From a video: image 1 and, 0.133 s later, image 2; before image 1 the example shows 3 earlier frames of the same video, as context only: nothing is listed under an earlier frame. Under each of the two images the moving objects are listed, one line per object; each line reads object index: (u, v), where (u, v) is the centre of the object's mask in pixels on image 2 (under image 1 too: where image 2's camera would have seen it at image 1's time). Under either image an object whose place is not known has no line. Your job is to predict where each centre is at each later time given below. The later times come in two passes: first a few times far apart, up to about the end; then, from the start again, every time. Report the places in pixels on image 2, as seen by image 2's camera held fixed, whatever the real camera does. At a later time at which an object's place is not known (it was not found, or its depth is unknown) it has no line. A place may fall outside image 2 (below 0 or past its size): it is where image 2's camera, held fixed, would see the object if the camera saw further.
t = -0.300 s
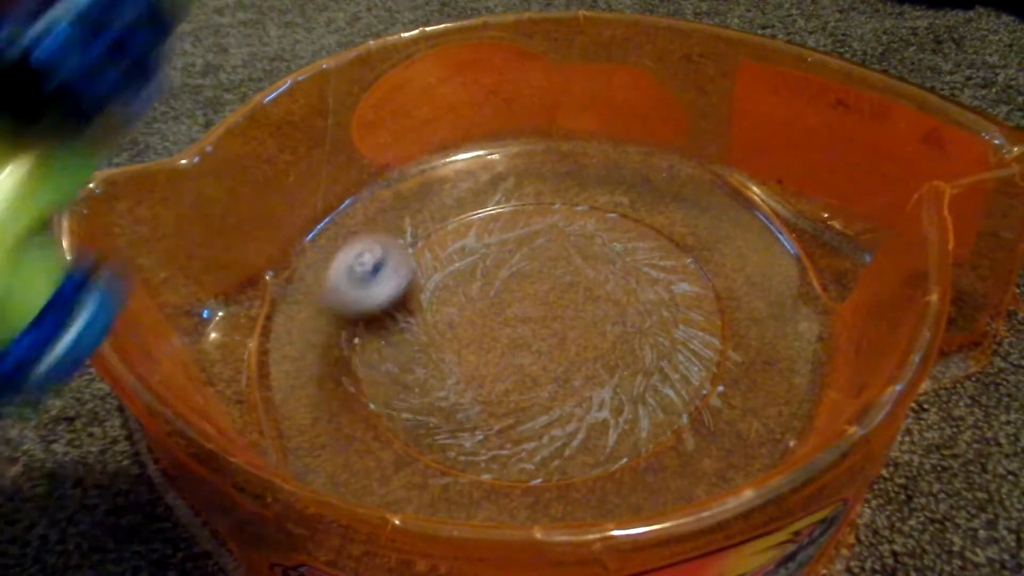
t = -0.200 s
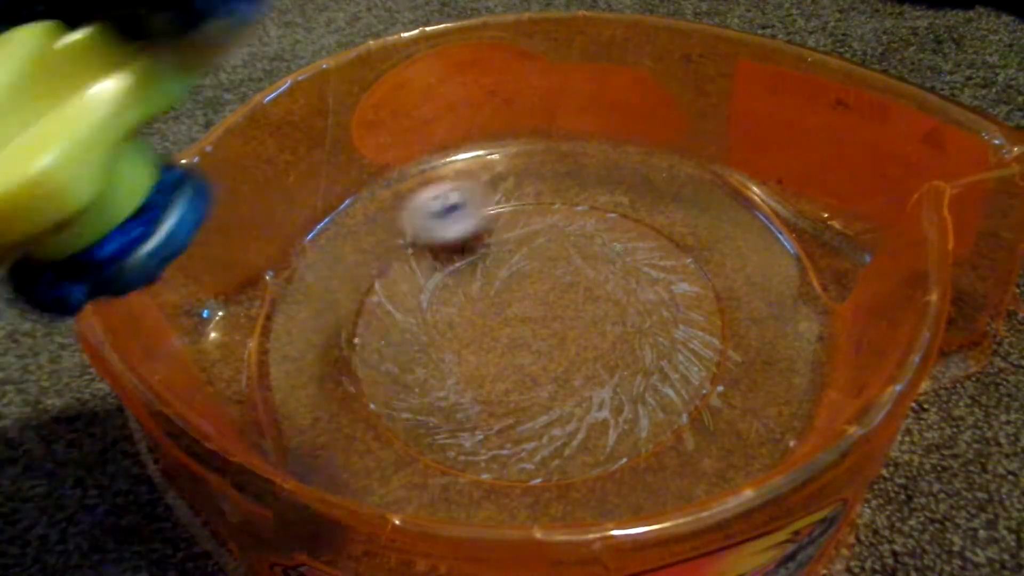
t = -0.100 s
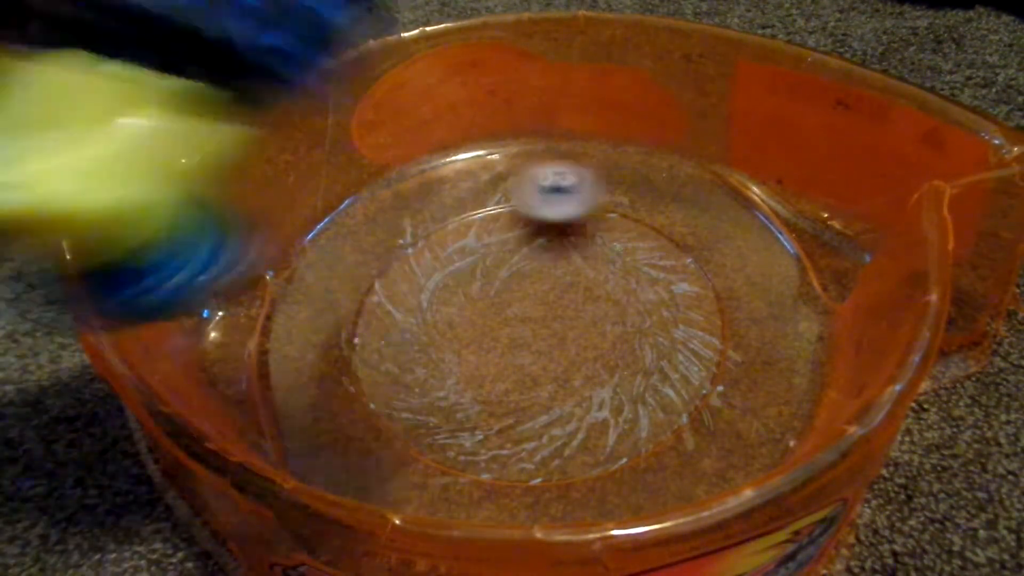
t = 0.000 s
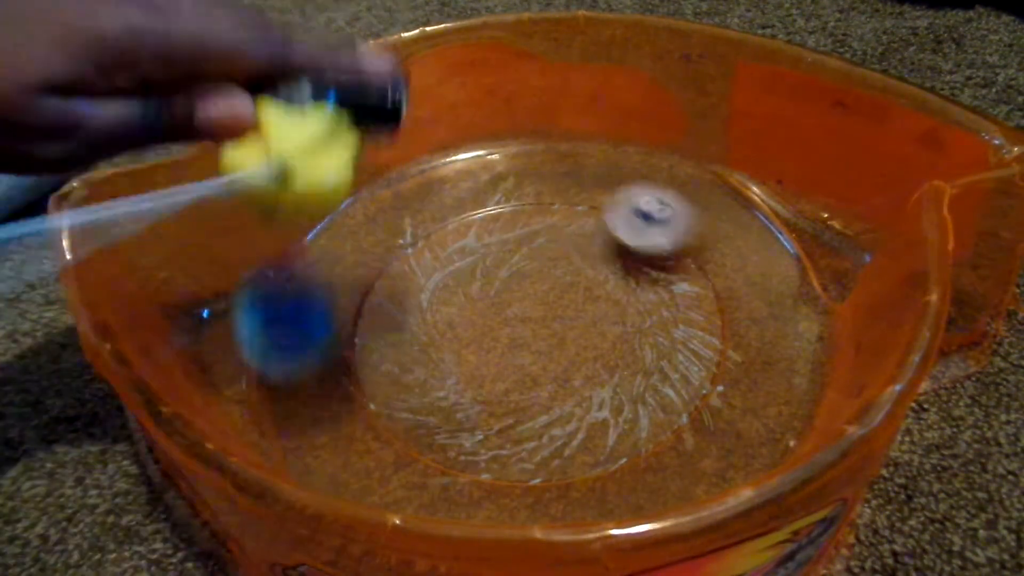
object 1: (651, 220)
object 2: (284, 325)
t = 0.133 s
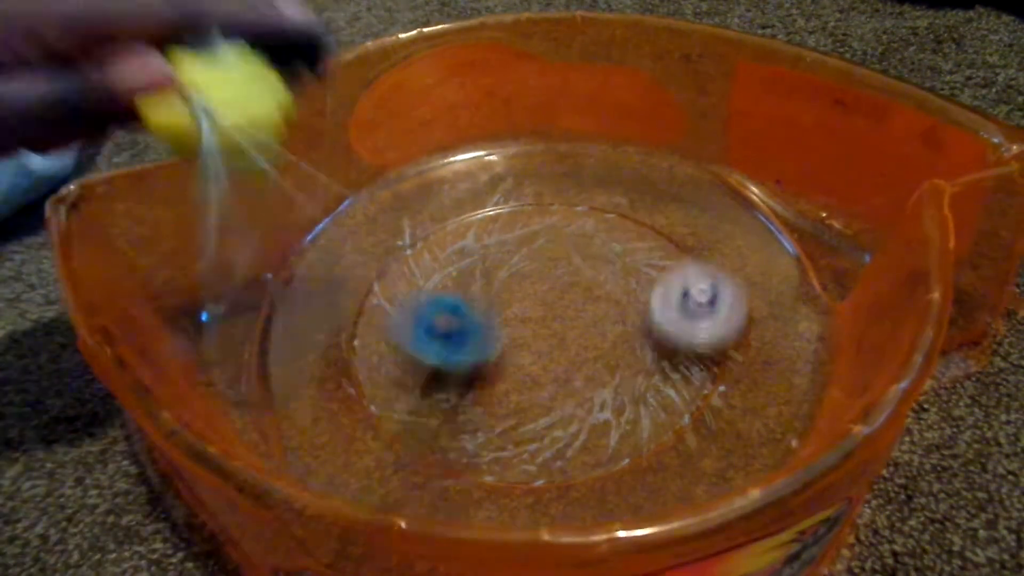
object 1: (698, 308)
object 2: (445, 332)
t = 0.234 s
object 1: (651, 392)
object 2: (528, 261)
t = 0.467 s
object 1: (402, 420)
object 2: (525, 161)
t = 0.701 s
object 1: (342, 313)
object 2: (434, 175)
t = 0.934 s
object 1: (509, 468)
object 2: (723, 200)
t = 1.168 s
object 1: (678, 341)
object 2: (675, 217)
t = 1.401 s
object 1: (614, 324)
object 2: (621, 249)
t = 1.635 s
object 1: (345, 446)
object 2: (684, 178)
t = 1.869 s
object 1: (413, 267)
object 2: (543, 233)
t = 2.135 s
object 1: (622, 181)
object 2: (679, 404)
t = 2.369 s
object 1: (775, 220)
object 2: (775, 350)
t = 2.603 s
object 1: (601, 256)
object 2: (715, 427)
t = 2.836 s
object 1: (457, 285)
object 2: (652, 381)
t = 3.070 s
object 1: (465, 213)
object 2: (466, 454)
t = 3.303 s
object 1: (602, 219)
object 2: (528, 496)
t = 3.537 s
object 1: (587, 301)
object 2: (596, 425)
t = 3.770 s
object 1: (506, 208)
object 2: (476, 443)
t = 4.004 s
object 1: (533, 225)
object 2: (427, 425)
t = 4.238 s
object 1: (477, 287)
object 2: (416, 405)
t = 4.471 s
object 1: (411, 268)
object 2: (413, 375)
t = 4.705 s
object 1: (469, 242)
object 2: (361, 331)
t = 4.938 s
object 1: (512, 335)
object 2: (395, 332)
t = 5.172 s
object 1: (388, 403)
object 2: (438, 302)
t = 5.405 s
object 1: (401, 298)
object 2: (446, 229)
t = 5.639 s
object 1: (490, 384)
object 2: (470, 195)
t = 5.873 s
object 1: (432, 440)
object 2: (478, 245)
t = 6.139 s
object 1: (445, 340)
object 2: (576, 193)
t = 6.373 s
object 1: (592, 325)
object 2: (560, 208)
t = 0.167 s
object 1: (690, 336)
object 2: (475, 305)
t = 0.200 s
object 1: (675, 364)
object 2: (502, 275)
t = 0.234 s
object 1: (651, 392)
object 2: (528, 261)
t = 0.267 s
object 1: (622, 415)
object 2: (548, 241)
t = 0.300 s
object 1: (588, 430)
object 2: (563, 215)
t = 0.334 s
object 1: (551, 440)
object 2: (569, 185)
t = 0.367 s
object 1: (511, 444)
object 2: (568, 155)
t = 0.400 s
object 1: (473, 440)
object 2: (555, 139)
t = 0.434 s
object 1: (437, 432)
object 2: (540, 142)
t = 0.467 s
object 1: (402, 420)
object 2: (525, 161)
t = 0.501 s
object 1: (377, 402)
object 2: (509, 165)
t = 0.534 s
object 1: (362, 378)
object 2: (488, 168)
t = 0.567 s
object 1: (354, 353)
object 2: (467, 171)
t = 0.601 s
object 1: (353, 327)
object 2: (448, 177)
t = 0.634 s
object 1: (358, 301)
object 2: (429, 185)
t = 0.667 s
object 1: (370, 276)
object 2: (414, 199)
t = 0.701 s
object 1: (342, 313)
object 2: (434, 175)
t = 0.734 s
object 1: (294, 382)
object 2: (484, 134)
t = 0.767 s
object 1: (287, 410)
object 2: (538, 122)
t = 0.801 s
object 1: (307, 425)
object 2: (592, 134)
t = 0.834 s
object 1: (345, 445)
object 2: (646, 160)
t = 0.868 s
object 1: (401, 465)
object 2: (678, 174)
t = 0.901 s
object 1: (461, 478)
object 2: (703, 189)
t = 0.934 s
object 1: (509, 468)
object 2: (723, 200)
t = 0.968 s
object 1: (554, 453)
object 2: (739, 207)
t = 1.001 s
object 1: (593, 433)
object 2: (752, 210)
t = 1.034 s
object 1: (623, 411)
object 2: (763, 210)
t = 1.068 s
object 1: (646, 391)
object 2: (758, 204)
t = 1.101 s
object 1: (664, 371)
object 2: (729, 202)
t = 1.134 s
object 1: (673, 356)
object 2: (699, 217)
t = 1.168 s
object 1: (678, 341)
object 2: (675, 217)
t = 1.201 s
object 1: (678, 331)
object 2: (649, 221)
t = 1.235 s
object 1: (674, 324)
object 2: (630, 222)
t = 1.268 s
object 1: (666, 320)
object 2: (618, 224)
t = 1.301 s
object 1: (655, 317)
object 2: (612, 227)
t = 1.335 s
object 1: (643, 318)
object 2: (612, 233)
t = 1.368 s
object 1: (628, 320)
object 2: (615, 240)
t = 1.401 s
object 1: (614, 324)
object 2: (621, 249)
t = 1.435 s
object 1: (591, 339)
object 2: (634, 254)
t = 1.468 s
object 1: (547, 378)
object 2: (667, 233)
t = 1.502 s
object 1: (497, 417)
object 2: (682, 209)
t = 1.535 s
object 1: (448, 445)
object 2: (690, 198)
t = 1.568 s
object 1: (405, 444)
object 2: (693, 192)
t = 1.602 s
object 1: (370, 444)
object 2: (690, 184)
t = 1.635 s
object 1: (345, 446)
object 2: (684, 178)
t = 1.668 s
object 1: (338, 424)
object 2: (674, 173)
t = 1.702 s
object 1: (340, 399)
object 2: (659, 171)
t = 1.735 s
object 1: (347, 371)
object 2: (638, 171)
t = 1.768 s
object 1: (358, 343)
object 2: (611, 178)
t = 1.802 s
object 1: (375, 312)
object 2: (585, 194)
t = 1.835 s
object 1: (395, 286)
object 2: (561, 210)
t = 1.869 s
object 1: (413, 267)
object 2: (543, 233)
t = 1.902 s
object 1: (437, 246)
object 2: (531, 256)
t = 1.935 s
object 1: (461, 229)
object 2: (528, 281)
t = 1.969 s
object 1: (486, 214)
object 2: (534, 309)
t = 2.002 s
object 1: (515, 202)
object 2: (549, 336)
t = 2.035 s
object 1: (539, 189)
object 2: (570, 360)
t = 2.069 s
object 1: (564, 184)
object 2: (599, 379)
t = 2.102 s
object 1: (593, 182)
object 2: (638, 393)
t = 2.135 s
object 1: (622, 181)
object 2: (679, 404)
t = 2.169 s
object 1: (653, 183)
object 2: (716, 400)
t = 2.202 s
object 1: (683, 189)
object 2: (748, 390)
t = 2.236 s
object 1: (708, 199)
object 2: (775, 374)
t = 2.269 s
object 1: (733, 212)
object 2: (783, 353)
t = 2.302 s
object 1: (754, 228)
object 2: (783, 331)
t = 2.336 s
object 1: (771, 240)
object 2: (779, 320)
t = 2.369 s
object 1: (775, 220)
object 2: (775, 350)
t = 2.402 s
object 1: (768, 201)
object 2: (767, 379)
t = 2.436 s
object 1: (752, 196)
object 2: (757, 401)
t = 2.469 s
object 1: (724, 202)
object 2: (746, 415)
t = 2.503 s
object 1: (696, 213)
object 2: (736, 424)
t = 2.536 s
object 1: (665, 229)
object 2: (728, 427)
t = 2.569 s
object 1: (629, 243)
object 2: (721, 428)
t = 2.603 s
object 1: (601, 256)
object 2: (715, 427)
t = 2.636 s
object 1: (571, 269)
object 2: (710, 424)
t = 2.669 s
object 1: (543, 278)
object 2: (704, 418)
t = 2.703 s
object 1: (521, 284)
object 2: (698, 412)
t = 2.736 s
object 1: (501, 288)
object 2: (691, 405)
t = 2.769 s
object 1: (482, 290)
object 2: (682, 397)
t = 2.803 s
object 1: (468, 288)
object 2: (669, 388)
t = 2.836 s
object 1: (457, 285)
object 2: (652, 381)
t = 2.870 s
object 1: (449, 279)
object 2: (631, 379)
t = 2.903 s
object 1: (445, 272)
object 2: (604, 383)
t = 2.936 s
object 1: (445, 262)
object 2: (577, 389)
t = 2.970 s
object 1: (446, 251)
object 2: (547, 402)
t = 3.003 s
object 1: (449, 239)
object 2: (516, 418)
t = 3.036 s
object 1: (456, 226)
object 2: (487, 436)
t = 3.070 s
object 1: (465, 213)
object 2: (466, 454)
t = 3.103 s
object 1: (479, 202)
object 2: (461, 463)
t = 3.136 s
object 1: (498, 196)
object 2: (462, 473)
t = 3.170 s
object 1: (520, 197)
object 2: (468, 480)
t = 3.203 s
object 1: (543, 198)
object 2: (478, 489)
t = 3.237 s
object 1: (563, 201)
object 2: (491, 494)
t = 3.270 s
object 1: (583, 209)
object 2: (508, 498)
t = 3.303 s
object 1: (602, 219)
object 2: (528, 496)
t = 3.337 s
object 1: (618, 233)
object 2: (545, 493)
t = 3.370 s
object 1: (627, 249)
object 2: (563, 487)
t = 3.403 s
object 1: (632, 268)
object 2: (581, 475)
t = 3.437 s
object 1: (630, 288)
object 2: (596, 453)
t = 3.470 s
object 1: (621, 308)
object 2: (605, 425)
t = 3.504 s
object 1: (606, 321)
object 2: (604, 403)
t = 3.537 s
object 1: (587, 301)
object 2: (596, 425)
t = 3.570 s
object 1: (567, 276)
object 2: (582, 445)
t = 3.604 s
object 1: (550, 256)
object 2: (564, 453)
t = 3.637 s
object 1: (535, 241)
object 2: (546, 450)
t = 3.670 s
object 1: (522, 227)
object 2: (528, 446)
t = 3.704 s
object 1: (513, 217)
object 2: (510, 445)
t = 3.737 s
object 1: (508, 211)
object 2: (493, 444)
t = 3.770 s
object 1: (506, 208)
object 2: (476, 443)
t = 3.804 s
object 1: (508, 206)
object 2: (462, 443)
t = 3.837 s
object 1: (513, 205)
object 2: (450, 443)
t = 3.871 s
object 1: (518, 204)
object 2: (445, 439)
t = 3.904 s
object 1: (524, 205)
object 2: (440, 434)
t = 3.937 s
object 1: (528, 209)
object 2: (434, 431)
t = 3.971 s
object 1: (531, 215)
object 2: (430, 429)
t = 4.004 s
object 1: (533, 225)
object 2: (427, 425)
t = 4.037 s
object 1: (532, 235)
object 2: (424, 422)
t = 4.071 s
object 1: (529, 246)
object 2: (422, 419)
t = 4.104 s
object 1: (525, 255)
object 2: (420, 417)
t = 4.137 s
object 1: (516, 266)
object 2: (418, 414)
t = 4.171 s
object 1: (505, 274)
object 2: (417, 412)
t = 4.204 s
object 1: (492, 281)
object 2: (417, 408)
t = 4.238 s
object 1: (477, 287)
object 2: (416, 405)
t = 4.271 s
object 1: (462, 291)
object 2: (417, 402)
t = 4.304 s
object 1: (447, 293)
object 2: (417, 397)
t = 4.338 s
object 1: (432, 292)
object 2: (417, 393)
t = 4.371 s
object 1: (423, 288)
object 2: (417, 388)
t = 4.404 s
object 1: (417, 283)
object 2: (417, 384)
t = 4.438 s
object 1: (412, 276)
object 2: (416, 380)
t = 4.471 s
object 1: (411, 268)
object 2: (413, 375)
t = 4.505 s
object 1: (411, 259)
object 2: (408, 370)
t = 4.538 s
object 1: (417, 250)
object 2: (400, 361)
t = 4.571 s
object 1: (424, 243)
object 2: (390, 350)
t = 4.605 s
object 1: (434, 239)
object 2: (380, 341)
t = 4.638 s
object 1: (444, 237)
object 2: (368, 333)
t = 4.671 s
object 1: (455, 238)
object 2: (357, 329)
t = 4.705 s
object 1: (469, 242)
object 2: (361, 331)
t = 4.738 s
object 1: (483, 249)
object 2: (369, 336)
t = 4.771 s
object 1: (497, 259)
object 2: (374, 336)
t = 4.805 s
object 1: (506, 271)
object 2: (380, 336)
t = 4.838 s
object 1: (512, 283)
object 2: (383, 335)
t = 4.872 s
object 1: (517, 300)
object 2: (386, 334)
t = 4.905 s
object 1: (516, 317)
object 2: (390, 333)
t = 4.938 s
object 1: (512, 335)
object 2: (395, 332)
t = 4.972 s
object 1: (502, 353)
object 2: (400, 329)
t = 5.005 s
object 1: (492, 368)
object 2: (405, 328)
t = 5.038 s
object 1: (476, 384)
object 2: (410, 325)
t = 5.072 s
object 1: (455, 396)
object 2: (419, 321)
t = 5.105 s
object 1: (433, 404)
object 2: (425, 318)
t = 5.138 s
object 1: (410, 405)
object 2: (432, 312)
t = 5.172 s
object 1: (388, 403)
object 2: (438, 302)
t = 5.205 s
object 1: (369, 393)
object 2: (445, 290)
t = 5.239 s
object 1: (364, 377)
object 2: (449, 279)
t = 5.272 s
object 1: (363, 360)
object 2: (451, 266)
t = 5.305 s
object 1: (364, 343)
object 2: (452, 255)
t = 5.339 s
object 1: (371, 326)
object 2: (451, 245)
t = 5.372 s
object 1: (383, 311)
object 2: (449, 236)
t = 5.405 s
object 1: (401, 298)
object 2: (446, 229)
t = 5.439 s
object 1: (420, 293)
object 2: (445, 223)
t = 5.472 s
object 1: (434, 307)
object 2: (453, 203)
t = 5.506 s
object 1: (449, 322)
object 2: (464, 192)
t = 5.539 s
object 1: (463, 338)
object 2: (472, 190)
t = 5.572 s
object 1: (475, 352)
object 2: (474, 189)
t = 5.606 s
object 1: (485, 368)
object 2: (473, 190)
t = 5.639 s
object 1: (490, 384)
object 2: (470, 195)
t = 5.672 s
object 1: (490, 400)
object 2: (463, 203)
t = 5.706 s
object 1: (487, 414)
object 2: (453, 215)
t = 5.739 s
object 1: (479, 427)
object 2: (448, 226)
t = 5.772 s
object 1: (467, 440)
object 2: (449, 236)
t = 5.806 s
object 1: (451, 451)
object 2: (454, 241)
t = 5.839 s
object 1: (439, 448)
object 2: (464, 244)
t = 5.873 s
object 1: (432, 440)
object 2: (478, 245)
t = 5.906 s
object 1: (423, 431)
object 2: (496, 244)
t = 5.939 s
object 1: (415, 422)
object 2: (513, 239)
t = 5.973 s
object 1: (406, 411)
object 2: (532, 234)
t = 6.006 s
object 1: (402, 397)
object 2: (549, 226)
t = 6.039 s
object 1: (405, 381)
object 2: (563, 216)
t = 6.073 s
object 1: (413, 368)
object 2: (573, 206)
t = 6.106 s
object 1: (428, 353)
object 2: (577, 197)
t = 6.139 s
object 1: (445, 340)
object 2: (576, 193)
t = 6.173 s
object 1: (465, 330)
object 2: (570, 196)
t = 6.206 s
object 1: (486, 322)
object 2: (566, 199)
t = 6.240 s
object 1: (504, 318)
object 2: (562, 200)
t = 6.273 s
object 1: (527, 315)
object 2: (561, 202)
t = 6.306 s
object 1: (548, 316)
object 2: (560, 204)
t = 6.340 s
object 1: (571, 319)
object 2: (560, 205)
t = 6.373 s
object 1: (592, 325)
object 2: (560, 208)
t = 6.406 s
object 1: (612, 334)
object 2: (561, 212)
